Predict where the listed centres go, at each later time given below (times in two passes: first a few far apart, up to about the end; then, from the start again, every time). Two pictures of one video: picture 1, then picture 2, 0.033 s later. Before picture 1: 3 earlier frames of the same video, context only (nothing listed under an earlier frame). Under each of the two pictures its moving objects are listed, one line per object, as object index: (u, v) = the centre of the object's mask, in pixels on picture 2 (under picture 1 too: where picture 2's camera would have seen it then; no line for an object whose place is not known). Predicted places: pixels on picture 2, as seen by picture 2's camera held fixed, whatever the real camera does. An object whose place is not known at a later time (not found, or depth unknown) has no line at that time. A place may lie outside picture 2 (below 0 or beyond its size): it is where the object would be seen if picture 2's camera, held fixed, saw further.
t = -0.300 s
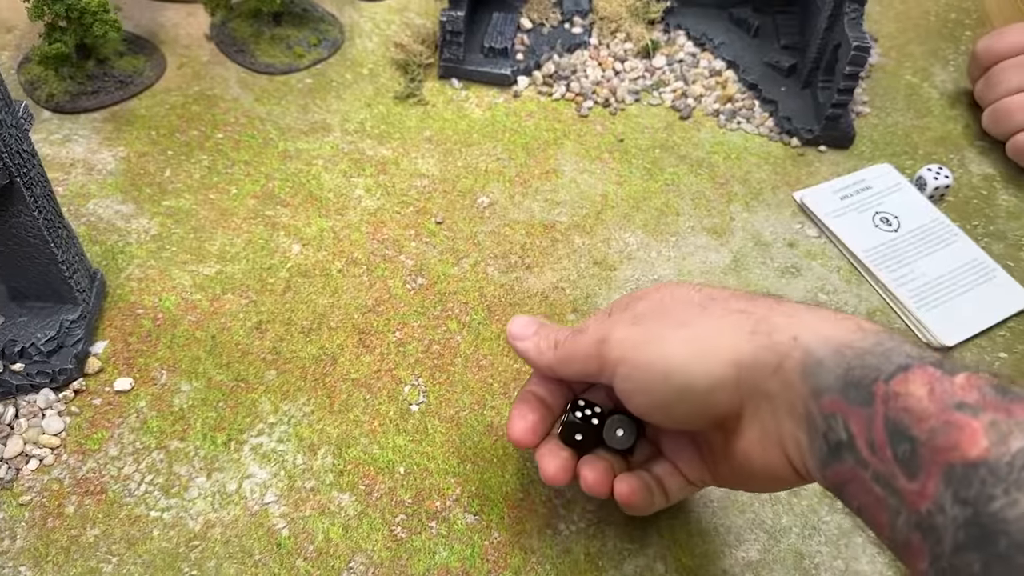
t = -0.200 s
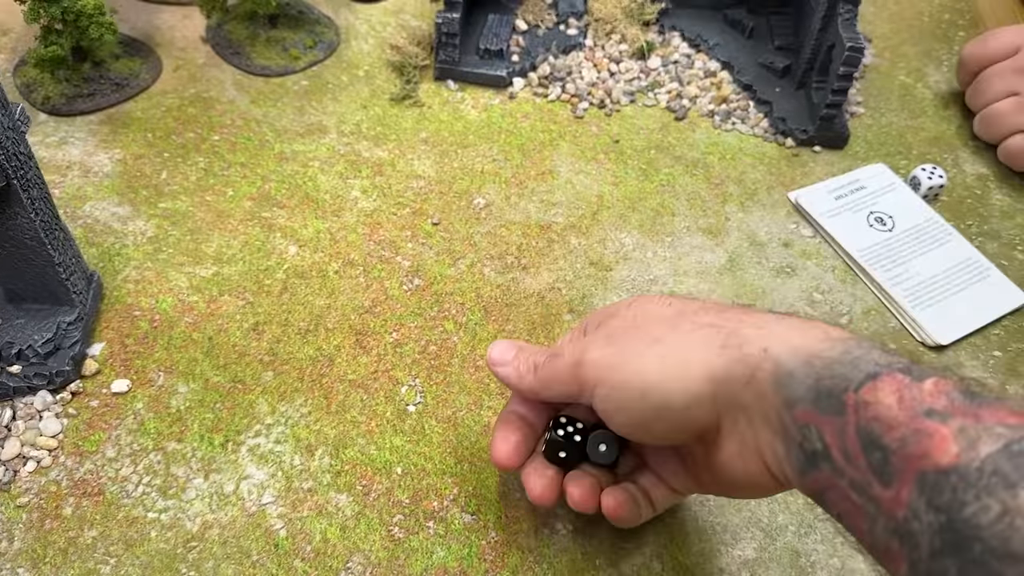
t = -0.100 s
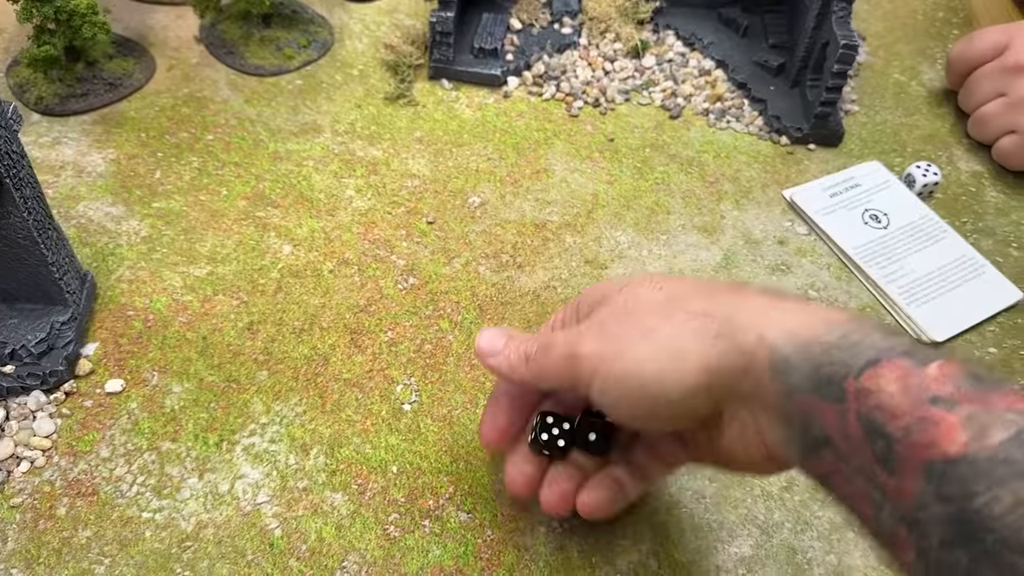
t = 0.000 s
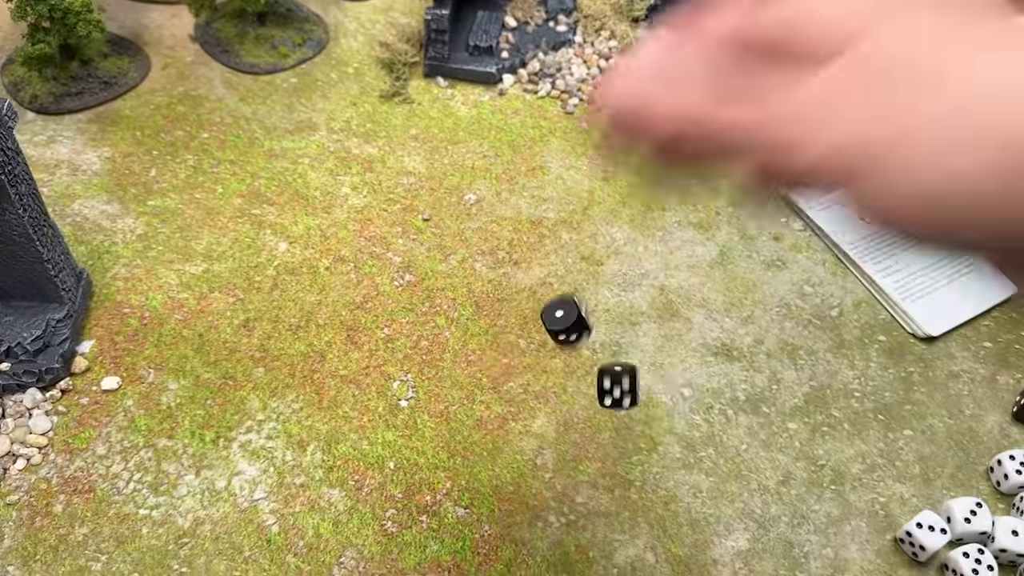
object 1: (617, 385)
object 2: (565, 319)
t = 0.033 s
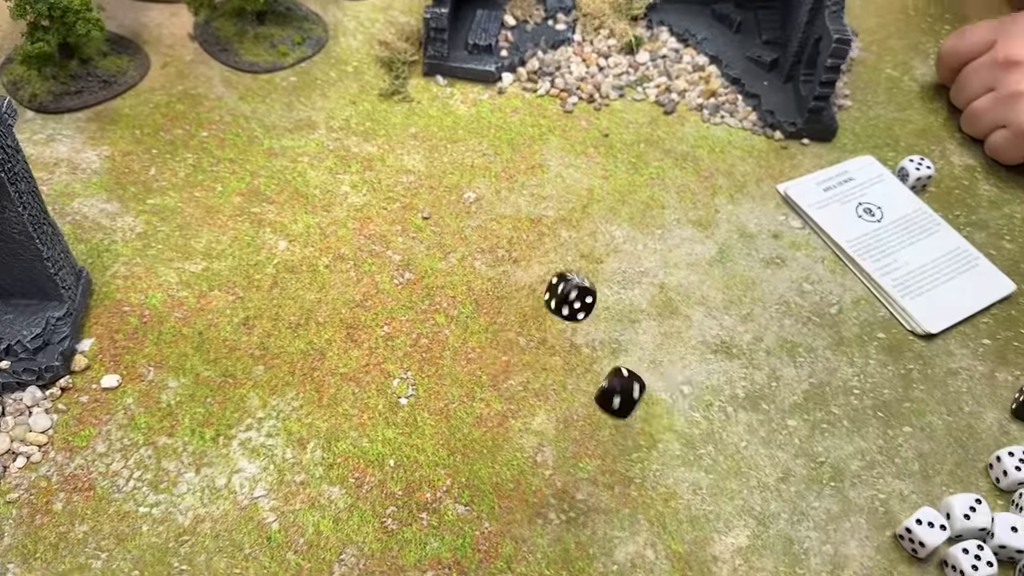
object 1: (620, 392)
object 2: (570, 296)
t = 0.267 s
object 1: (674, 384)
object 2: (518, 297)
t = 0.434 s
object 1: (713, 297)
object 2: (475, 341)
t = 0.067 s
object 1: (618, 412)
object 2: (571, 288)
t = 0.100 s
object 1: (611, 445)
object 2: (569, 294)
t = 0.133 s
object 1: (628, 421)
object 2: (565, 315)
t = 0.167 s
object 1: (644, 403)
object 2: (559, 337)
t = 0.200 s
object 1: (655, 397)
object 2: (548, 310)
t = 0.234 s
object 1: (659, 405)
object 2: (535, 297)
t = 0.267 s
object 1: (674, 384)
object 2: (518, 297)
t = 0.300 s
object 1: (684, 366)
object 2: (498, 311)
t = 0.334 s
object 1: (692, 346)
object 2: (476, 333)
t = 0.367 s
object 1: (700, 328)
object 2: (475, 329)
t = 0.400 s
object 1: (708, 310)
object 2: (472, 337)
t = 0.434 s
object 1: (713, 297)
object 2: (475, 341)
